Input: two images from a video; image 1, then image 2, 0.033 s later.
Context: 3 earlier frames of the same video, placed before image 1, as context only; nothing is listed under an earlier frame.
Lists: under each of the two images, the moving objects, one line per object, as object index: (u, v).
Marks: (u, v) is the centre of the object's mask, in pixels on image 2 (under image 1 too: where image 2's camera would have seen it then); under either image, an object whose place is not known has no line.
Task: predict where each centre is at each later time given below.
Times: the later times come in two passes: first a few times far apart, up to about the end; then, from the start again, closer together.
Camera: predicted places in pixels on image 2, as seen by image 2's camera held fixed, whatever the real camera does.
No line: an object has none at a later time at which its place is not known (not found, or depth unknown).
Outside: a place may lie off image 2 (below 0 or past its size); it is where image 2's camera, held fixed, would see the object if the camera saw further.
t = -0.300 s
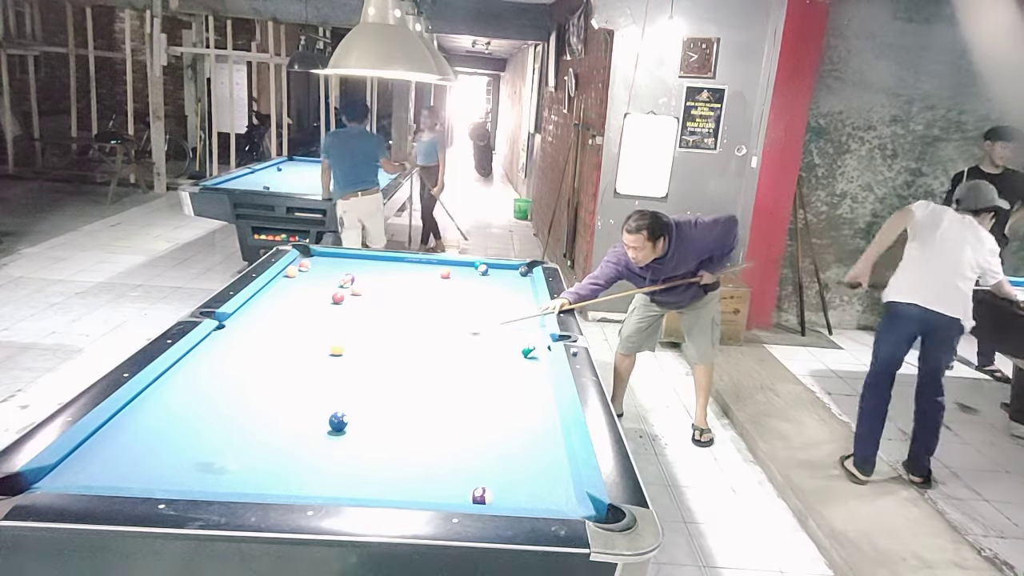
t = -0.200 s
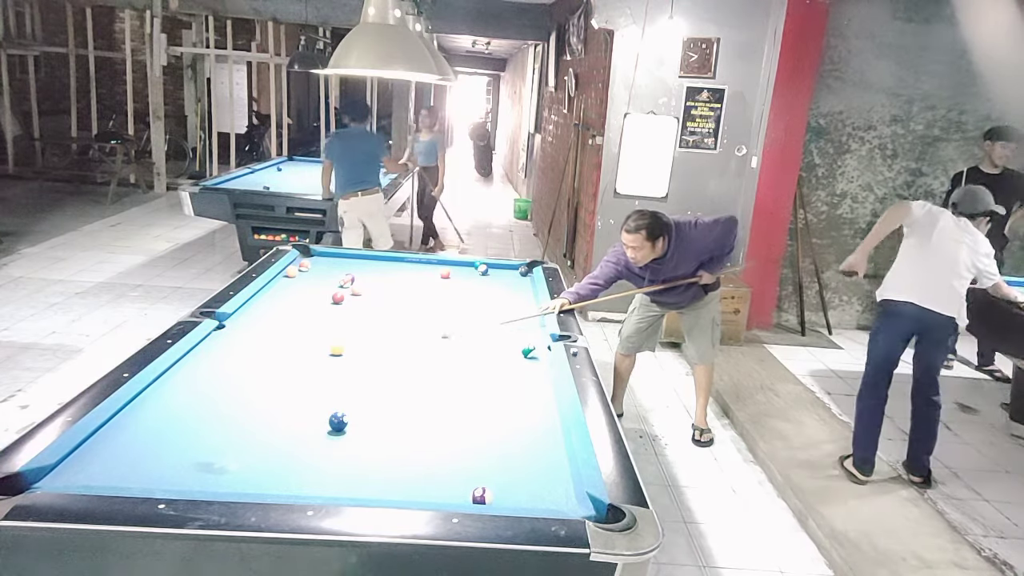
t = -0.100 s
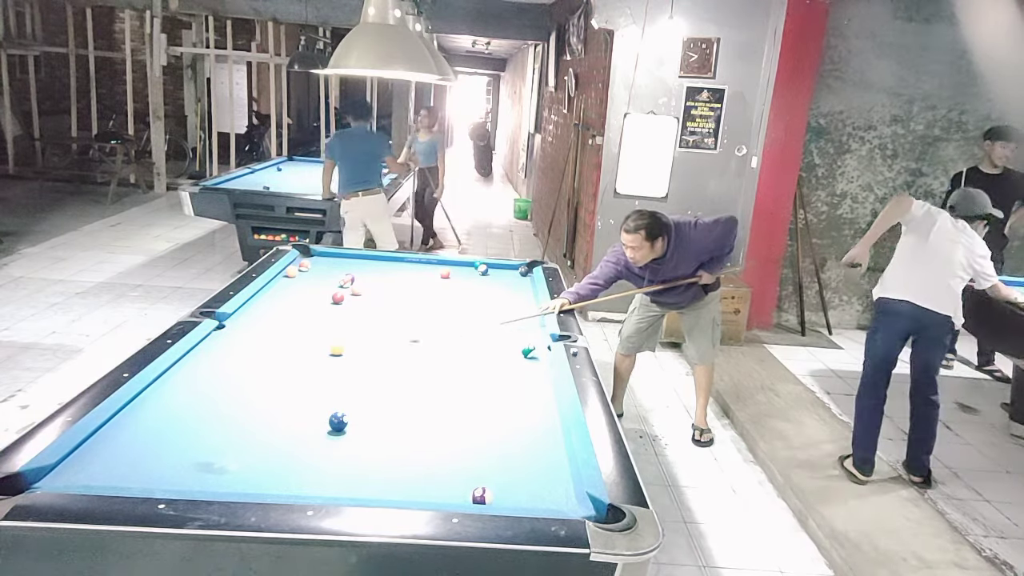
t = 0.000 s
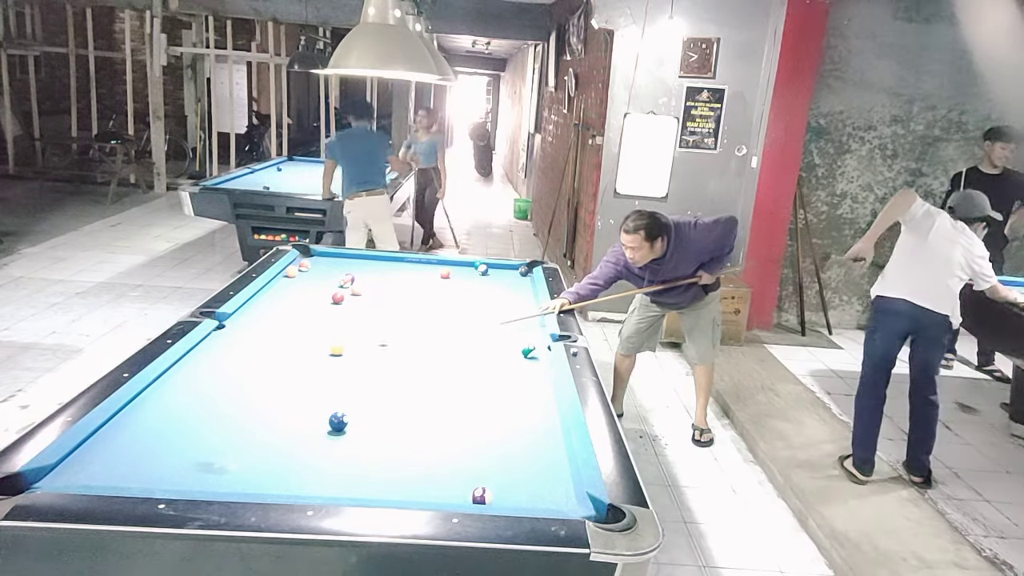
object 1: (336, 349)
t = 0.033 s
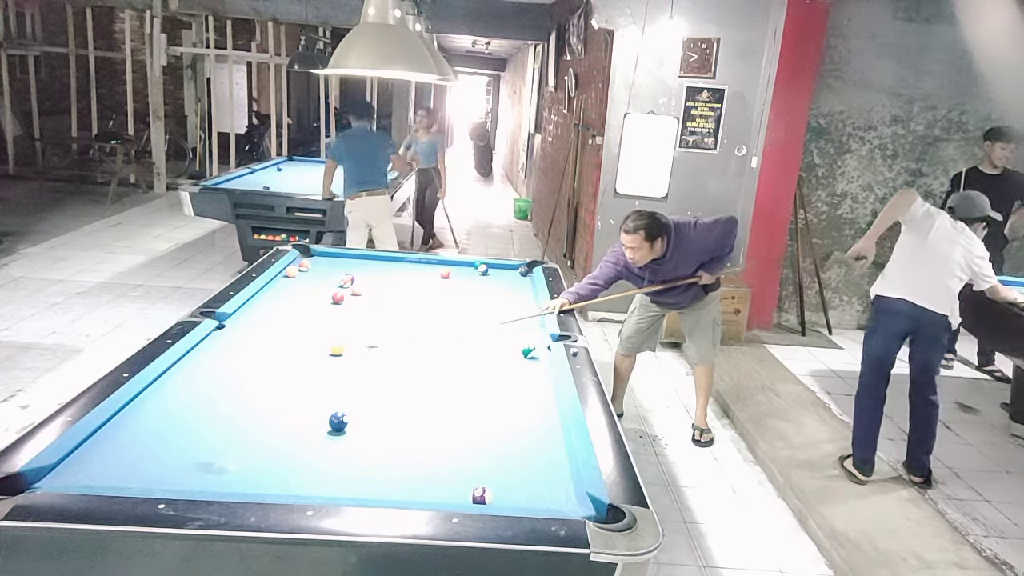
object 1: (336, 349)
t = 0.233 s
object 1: (325, 356)
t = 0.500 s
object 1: (298, 371)
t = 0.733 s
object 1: (275, 385)
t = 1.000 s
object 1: (246, 399)
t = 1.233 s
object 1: (221, 413)
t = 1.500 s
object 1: (189, 430)
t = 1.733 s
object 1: (161, 444)
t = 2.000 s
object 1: (129, 460)
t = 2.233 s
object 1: (99, 474)
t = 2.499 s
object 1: (86, 475)
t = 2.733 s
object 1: (85, 470)
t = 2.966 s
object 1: (87, 461)
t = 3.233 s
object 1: (88, 455)
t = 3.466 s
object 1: (89, 448)
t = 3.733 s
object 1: (93, 444)
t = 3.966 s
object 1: (98, 440)
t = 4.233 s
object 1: (102, 438)
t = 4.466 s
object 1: (103, 437)
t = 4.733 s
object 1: (105, 436)
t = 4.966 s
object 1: (105, 435)
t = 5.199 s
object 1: (105, 435)
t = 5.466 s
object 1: (105, 435)
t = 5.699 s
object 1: (105, 435)
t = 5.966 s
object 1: (105, 436)
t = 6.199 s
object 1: (105, 436)
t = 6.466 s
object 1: (105, 436)
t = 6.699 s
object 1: (106, 435)
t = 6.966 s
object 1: (105, 436)
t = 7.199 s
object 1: (106, 435)
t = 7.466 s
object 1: (105, 435)
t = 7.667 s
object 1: (106, 435)
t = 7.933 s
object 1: (105, 436)
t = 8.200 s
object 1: (106, 435)
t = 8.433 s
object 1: (106, 435)
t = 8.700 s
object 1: (106, 435)
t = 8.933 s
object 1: (106, 435)
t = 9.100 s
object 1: (105, 436)
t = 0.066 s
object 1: (336, 349)
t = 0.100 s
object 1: (336, 350)
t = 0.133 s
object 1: (335, 350)
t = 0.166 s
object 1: (332, 352)
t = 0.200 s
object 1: (329, 354)
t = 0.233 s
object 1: (325, 356)
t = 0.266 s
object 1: (321, 357)
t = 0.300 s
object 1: (318, 359)
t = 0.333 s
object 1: (314, 361)
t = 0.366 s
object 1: (311, 363)
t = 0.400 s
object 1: (308, 365)
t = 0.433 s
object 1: (305, 366)
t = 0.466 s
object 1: (301, 368)
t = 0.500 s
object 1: (298, 371)
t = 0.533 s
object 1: (296, 372)
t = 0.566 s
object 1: (292, 374)
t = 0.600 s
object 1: (289, 376)
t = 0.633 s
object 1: (285, 378)
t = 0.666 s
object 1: (282, 381)
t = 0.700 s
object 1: (279, 382)
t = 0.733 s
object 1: (275, 385)
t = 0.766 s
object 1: (272, 385)
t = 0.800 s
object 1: (269, 387)
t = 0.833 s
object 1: (265, 389)
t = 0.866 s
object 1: (261, 391)
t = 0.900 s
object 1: (258, 393)
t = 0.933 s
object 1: (254, 395)
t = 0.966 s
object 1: (251, 397)
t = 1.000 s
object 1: (246, 399)
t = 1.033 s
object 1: (243, 402)
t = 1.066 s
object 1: (239, 404)
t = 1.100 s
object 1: (235, 406)
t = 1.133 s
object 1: (232, 408)
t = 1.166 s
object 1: (229, 410)
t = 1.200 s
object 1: (225, 411)
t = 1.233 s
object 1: (221, 413)
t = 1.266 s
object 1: (217, 417)
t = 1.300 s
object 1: (213, 420)
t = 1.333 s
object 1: (209, 422)
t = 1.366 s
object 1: (205, 422)
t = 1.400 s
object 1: (200, 426)
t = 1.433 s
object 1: (197, 426)
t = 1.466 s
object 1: (192, 430)
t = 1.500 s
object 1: (189, 430)
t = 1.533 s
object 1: (186, 431)
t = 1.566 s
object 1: (181, 435)
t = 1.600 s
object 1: (177, 436)
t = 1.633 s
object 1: (173, 439)
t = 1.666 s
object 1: (169, 441)
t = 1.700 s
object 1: (164, 442)
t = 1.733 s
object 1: (161, 444)
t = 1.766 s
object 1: (157, 447)
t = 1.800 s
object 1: (154, 448)
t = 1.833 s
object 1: (148, 452)
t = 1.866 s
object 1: (147, 451)
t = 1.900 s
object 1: (142, 453)
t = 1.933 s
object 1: (138, 456)
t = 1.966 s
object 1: (134, 457)
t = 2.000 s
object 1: (129, 460)
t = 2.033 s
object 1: (125, 462)
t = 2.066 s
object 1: (120, 464)
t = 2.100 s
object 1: (116, 467)
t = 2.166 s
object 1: (107, 471)
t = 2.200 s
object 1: (103, 473)
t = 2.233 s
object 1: (99, 474)
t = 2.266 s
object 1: (95, 476)
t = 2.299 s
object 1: (91, 477)
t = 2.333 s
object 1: (87, 478)
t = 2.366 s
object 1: (87, 478)
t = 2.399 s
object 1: (86, 477)
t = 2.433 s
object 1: (86, 477)
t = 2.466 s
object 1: (86, 476)
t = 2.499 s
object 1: (86, 475)
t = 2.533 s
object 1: (86, 474)
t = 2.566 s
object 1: (86, 474)
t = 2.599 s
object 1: (86, 473)
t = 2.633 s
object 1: (86, 472)
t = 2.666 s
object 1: (85, 472)
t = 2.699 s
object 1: (85, 471)
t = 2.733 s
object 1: (85, 470)
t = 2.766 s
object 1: (86, 468)
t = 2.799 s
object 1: (86, 466)
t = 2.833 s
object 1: (86, 466)
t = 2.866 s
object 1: (87, 465)
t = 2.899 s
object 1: (87, 463)
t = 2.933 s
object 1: (87, 463)
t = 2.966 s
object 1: (87, 461)
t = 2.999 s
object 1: (87, 460)
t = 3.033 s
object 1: (87, 460)
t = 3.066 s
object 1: (87, 459)
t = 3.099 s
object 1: (87, 458)
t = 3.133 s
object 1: (88, 457)
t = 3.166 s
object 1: (88, 456)
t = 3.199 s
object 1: (88, 455)
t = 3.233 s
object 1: (88, 455)
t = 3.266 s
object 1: (87, 453)
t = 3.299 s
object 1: (88, 452)
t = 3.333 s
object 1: (88, 452)
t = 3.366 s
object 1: (88, 451)
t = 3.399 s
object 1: (88, 450)
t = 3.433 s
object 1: (88, 449)
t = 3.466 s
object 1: (89, 448)
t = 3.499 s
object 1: (89, 448)
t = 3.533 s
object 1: (89, 447)
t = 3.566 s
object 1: (89, 446)
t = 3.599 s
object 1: (90, 446)
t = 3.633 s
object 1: (91, 445)
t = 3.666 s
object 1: (92, 445)
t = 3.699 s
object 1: (92, 445)
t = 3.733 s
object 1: (93, 444)
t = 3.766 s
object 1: (93, 444)
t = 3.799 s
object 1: (94, 443)
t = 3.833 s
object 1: (95, 443)
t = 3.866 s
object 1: (96, 442)
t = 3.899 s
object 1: (96, 441)
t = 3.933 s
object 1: (97, 441)
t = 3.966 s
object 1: (98, 440)
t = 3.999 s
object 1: (98, 441)
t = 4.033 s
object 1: (99, 440)
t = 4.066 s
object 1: (100, 440)
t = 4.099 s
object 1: (101, 439)
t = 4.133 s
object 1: (101, 439)
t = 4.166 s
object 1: (101, 439)
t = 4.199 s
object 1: (102, 438)
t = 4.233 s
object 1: (102, 438)
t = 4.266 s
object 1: (102, 439)
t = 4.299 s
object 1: (103, 438)
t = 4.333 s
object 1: (103, 438)
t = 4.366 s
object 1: (103, 438)
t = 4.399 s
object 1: (103, 438)
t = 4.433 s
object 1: (103, 438)
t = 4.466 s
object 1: (103, 437)
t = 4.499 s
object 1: (104, 437)
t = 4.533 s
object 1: (104, 437)
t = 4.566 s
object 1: (104, 437)
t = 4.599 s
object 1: (104, 437)
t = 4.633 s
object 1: (104, 437)
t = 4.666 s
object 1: (105, 437)
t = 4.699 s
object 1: (105, 437)
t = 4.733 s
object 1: (105, 436)
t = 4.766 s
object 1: (105, 436)
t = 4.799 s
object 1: (105, 435)
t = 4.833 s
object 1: (105, 435)
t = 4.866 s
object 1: (106, 435)
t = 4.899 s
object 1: (106, 435)
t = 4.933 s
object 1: (105, 436)
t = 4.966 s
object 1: (105, 435)
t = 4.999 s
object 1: (105, 436)
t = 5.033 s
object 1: (105, 435)
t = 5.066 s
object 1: (105, 436)
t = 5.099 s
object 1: (105, 435)
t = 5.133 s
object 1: (105, 435)
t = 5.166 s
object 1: (105, 436)
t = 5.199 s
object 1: (105, 435)
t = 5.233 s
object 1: (105, 436)
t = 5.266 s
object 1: (105, 436)
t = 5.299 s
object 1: (105, 435)
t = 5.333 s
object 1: (105, 436)
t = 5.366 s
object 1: (105, 435)
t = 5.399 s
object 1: (105, 436)
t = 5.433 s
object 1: (105, 435)
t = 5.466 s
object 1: (105, 435)
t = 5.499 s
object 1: (105, 436)
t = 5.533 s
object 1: (105, 435)
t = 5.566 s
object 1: (105, 436)
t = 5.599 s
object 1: (105, 435)
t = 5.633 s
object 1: (105, 436)
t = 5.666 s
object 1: (105, 436)
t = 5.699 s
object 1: (105, 435)
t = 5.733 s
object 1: (105, 436)
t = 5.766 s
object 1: (105, 435)
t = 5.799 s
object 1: (105, 436)
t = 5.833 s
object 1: (105, 435)
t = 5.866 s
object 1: (105, 436)
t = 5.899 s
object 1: (105, 436)
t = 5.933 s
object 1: (105, 435)
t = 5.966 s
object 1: (105, 436)
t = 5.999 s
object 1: (105, 436)
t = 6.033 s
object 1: (105, 436)
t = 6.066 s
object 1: (105, 436)
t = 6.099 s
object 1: (105, 435)
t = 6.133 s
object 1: (105, 436)
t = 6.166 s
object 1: (105, 435)
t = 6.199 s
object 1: (105, 436)
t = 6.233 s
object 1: (105, 435)
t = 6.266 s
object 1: (105, 436)
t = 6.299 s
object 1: (105, 435)
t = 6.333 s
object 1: (105, 435)
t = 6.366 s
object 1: (105, 436)
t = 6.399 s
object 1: (106, 435)
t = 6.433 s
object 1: (105, 435)
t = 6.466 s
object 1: (105, 436)
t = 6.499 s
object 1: (106, 435)
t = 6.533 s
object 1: (105, 436)
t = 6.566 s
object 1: (106, 435)
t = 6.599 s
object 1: (105, 436)
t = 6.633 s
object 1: (106, 435)
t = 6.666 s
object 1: (105, 436)
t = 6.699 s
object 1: (106, 435)
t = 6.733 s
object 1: (105, 436)
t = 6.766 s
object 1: (105, 436)
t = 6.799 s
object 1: (106, 435)
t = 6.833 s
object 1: (106, 435)
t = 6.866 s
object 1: (106, 435)
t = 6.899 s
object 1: (105, 436)
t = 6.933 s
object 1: (106, 435)
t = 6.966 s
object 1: (105, 436)
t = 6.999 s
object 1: (105, 436)
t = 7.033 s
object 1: (106, 435)
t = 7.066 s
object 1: (105, 436)
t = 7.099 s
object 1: (105, 436)
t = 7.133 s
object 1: (105, 436)
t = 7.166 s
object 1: (105, 436)
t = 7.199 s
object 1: (106, 435)
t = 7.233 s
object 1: (105, 436)
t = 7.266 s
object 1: (105, 436)
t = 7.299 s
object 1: (105, 436)
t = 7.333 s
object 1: (106, 435)
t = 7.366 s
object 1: (105, 436)
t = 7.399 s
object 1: (105, 435)
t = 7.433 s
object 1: (105, 436)
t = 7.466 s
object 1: (105, 435)
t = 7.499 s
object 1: (105, 436)
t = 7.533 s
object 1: (106, 435)
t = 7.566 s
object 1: (105, 435)
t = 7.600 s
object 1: (105, 435)
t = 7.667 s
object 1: (106, 435)
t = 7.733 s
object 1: (105, 435)
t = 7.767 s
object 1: (105, 435)
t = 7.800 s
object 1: (106, 435)
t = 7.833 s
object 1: (105, 435)
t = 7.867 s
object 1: (105, 435)
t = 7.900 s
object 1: (106, 435)
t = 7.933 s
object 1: (105, 436)
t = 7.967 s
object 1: (105, 436)
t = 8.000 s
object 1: (105, 435)
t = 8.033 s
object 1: (105, 436)
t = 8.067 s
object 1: (106, 435)
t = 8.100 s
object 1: (105, 435)
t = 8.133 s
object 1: (106, 435)
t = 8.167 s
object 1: (105, 436)
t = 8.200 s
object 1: (106, 435)
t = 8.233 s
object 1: (105, 436)
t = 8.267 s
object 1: (106, 435)
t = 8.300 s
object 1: (105, 436)
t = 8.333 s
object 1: (106, 435)
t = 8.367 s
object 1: (106, 435)
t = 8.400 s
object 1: (106, 435)
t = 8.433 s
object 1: (106, 435)
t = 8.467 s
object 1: (106, 435)
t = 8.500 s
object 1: (106, 435)
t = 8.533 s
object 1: (106, 435)
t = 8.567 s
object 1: (106, 435)
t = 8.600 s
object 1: (106, 435)
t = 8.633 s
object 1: (106, 435)
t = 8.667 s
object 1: (106, 435)
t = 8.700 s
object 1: (106, 435)
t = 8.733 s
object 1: (106, 435)
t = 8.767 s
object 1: (106, 435)
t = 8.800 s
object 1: (105, 435)
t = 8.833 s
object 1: (106, 435)
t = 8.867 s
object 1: (106, 435)
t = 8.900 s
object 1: (105, 435)
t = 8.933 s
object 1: (106, 435)
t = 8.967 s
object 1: (106, 435)
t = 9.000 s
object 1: (105, 436)
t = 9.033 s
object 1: (106, 435)
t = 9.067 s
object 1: (106, 435)
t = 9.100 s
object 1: (105, 436)
